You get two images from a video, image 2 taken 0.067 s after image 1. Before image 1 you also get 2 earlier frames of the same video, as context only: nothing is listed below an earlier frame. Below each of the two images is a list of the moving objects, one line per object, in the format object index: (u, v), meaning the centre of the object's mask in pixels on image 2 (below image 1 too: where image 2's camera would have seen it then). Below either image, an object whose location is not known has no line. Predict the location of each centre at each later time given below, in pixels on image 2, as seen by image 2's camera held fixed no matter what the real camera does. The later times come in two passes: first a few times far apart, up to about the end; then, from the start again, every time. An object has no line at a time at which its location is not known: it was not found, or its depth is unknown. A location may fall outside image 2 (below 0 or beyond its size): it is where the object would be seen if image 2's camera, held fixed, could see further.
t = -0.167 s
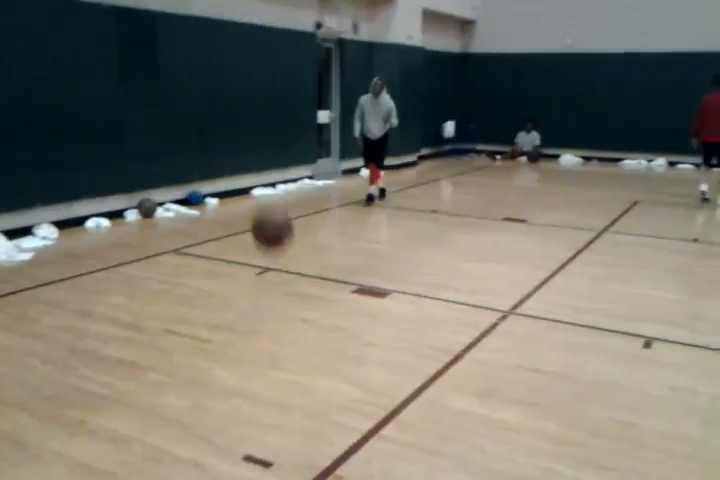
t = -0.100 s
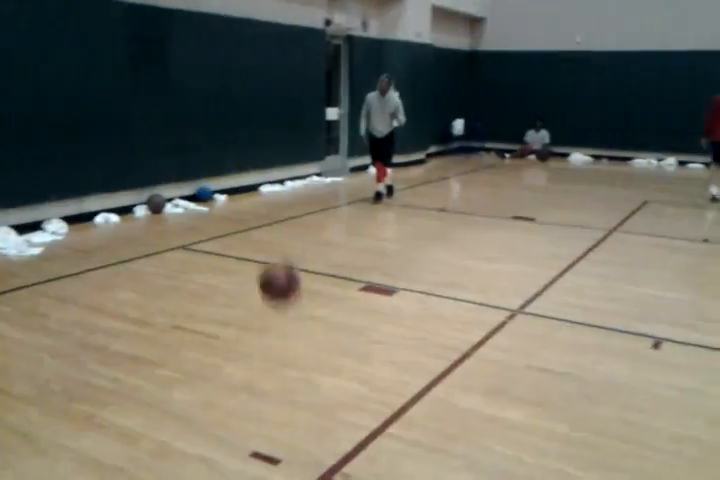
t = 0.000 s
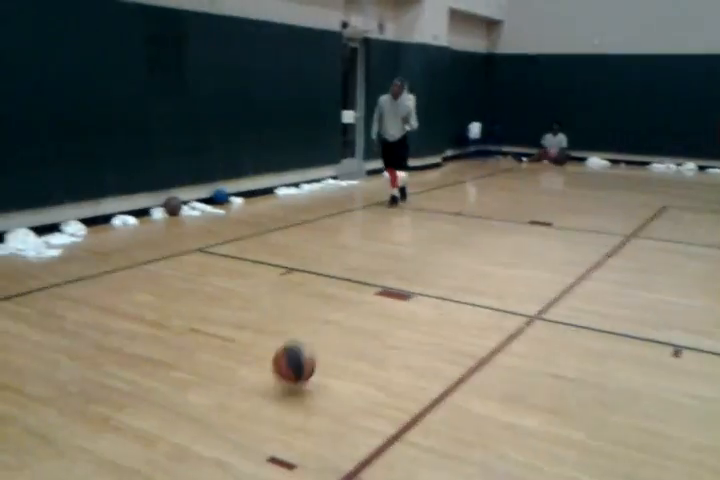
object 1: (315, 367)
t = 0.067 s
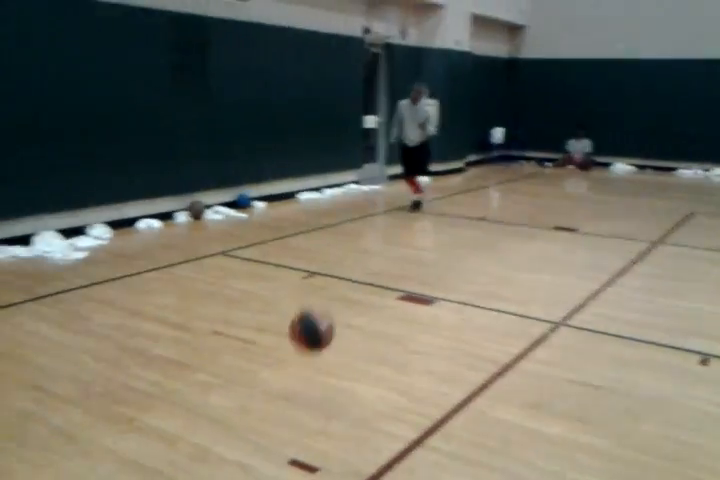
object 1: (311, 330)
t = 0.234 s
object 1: (298, 265)
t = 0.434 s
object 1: (284, 244)
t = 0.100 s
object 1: (309, 312)
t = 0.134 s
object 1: (307, 299)
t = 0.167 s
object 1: (304, 286)
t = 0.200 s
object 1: (301, 275)
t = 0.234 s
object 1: (298, 265)
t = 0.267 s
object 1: (296, 255)
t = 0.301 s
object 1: (294, 249)
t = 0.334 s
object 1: (291, 244)
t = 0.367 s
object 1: (289, 242)
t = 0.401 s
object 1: (286, 242)
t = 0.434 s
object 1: (284, 244)
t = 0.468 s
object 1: (281, 249)
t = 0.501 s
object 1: (278, 255)
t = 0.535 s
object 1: (275, 265)
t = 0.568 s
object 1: (272, 278)
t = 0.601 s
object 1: (269, 292)
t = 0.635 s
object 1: (265, 311)
